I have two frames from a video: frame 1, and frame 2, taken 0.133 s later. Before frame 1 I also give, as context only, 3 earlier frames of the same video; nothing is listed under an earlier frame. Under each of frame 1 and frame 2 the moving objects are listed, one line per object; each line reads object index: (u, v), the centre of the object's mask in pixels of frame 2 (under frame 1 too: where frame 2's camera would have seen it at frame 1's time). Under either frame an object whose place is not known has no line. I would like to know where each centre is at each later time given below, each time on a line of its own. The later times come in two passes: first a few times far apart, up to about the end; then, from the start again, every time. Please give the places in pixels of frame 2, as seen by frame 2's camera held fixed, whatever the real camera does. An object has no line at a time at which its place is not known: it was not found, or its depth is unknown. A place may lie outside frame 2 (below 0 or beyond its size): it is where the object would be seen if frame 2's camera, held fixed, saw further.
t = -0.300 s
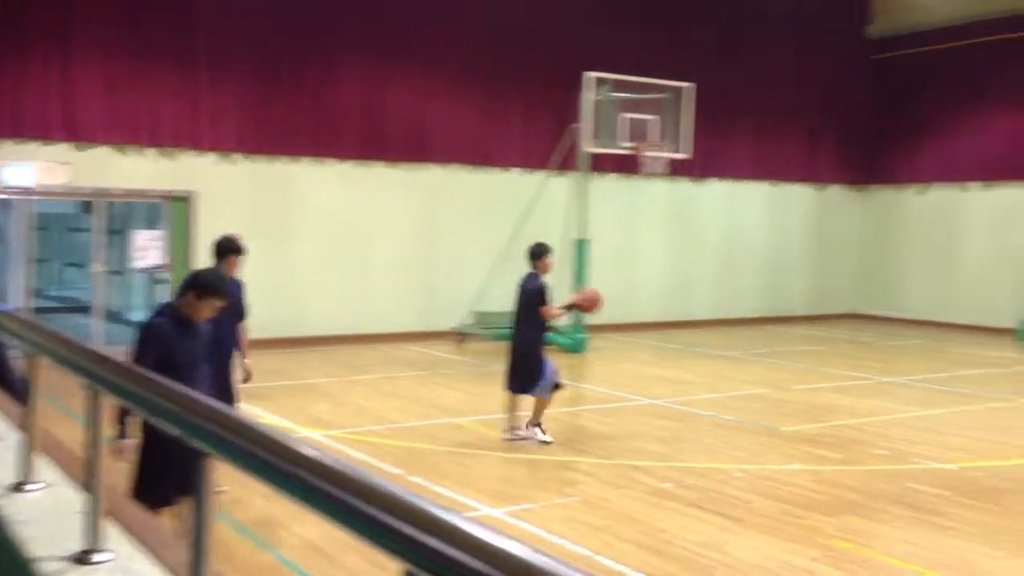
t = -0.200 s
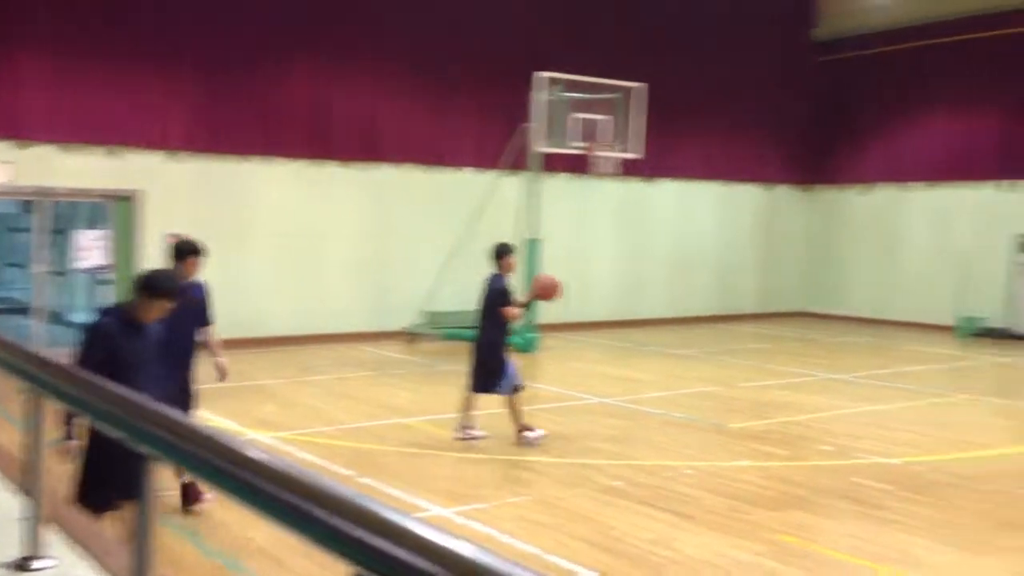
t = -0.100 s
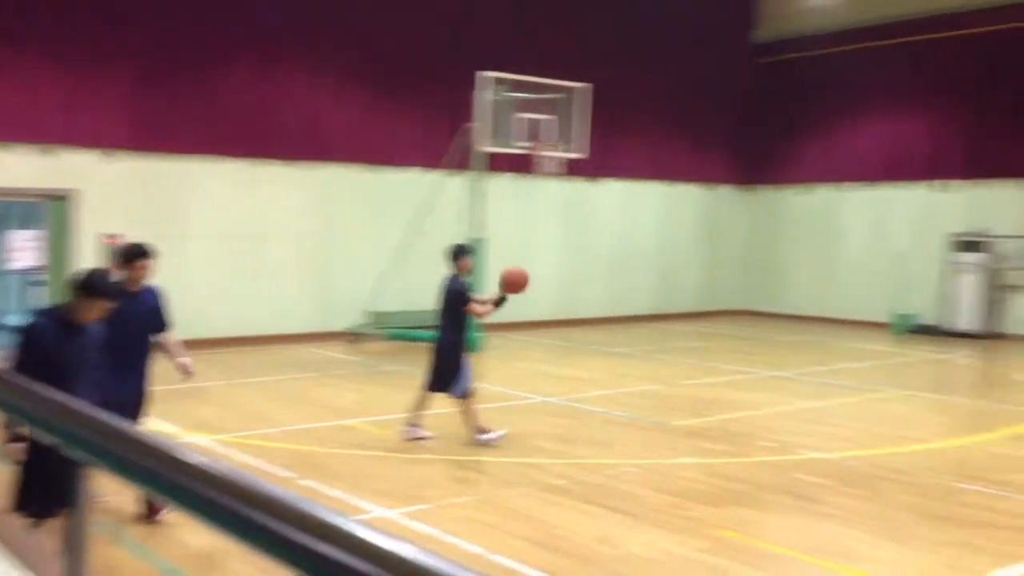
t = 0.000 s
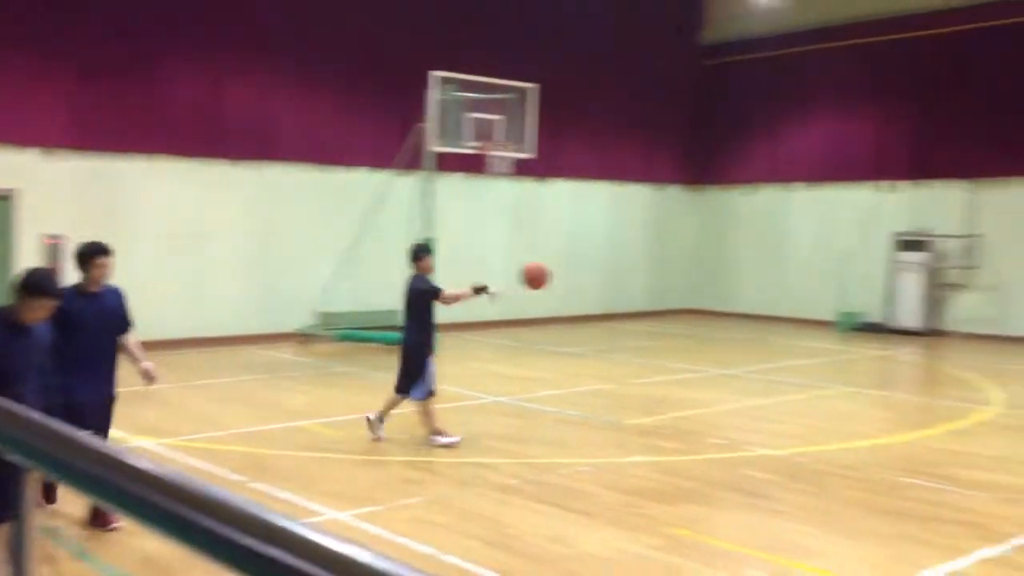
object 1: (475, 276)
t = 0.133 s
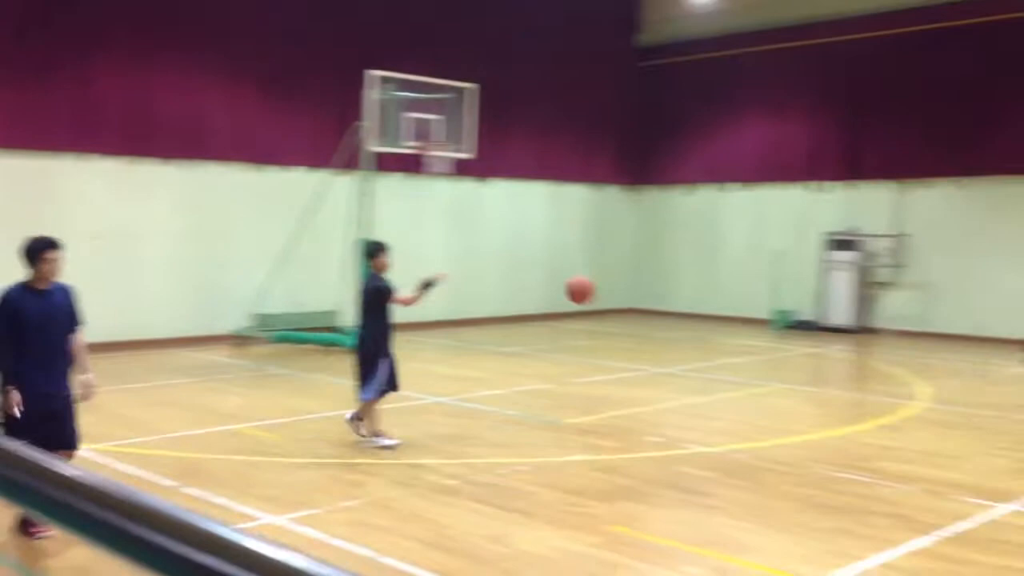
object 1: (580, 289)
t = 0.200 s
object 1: (632, 303)
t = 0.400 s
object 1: (783, 380)
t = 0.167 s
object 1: (606, 296)
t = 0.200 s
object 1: (632, 303)
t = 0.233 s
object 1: (656, 313)
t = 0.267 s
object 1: (683, 324)
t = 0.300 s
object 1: (708, 335)
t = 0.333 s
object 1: (730, 351)
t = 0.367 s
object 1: (756, 365)
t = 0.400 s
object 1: (783, 380)
